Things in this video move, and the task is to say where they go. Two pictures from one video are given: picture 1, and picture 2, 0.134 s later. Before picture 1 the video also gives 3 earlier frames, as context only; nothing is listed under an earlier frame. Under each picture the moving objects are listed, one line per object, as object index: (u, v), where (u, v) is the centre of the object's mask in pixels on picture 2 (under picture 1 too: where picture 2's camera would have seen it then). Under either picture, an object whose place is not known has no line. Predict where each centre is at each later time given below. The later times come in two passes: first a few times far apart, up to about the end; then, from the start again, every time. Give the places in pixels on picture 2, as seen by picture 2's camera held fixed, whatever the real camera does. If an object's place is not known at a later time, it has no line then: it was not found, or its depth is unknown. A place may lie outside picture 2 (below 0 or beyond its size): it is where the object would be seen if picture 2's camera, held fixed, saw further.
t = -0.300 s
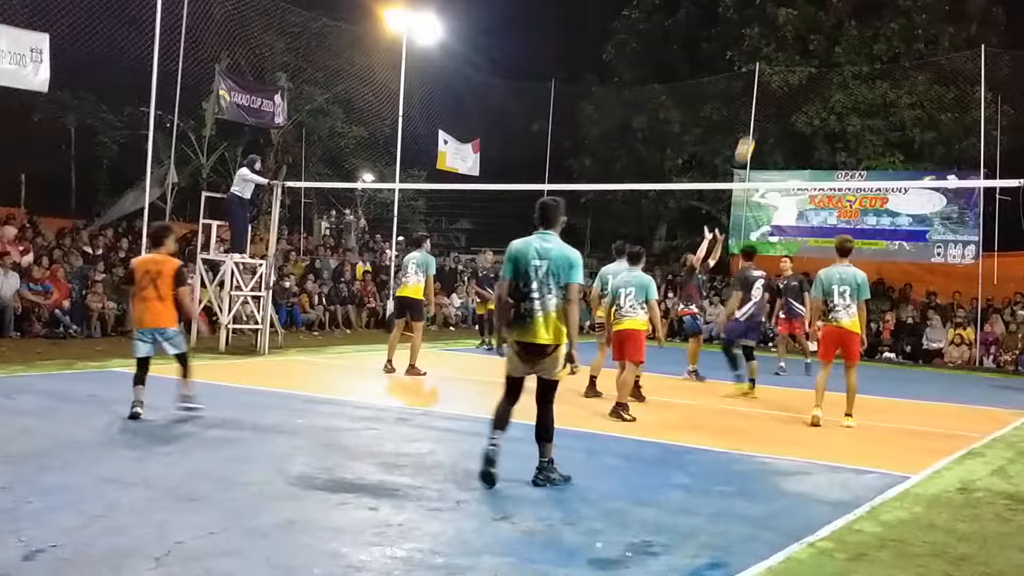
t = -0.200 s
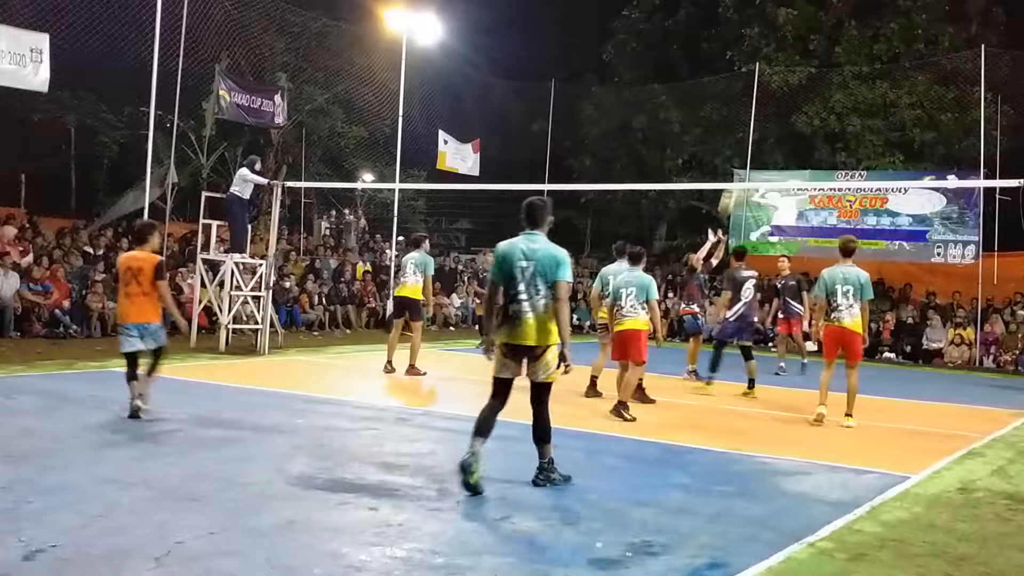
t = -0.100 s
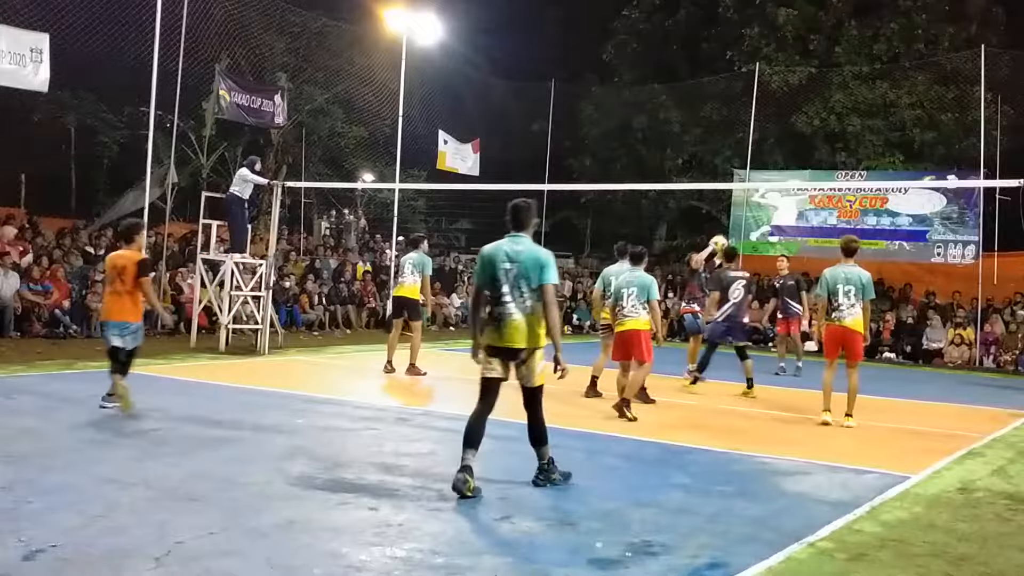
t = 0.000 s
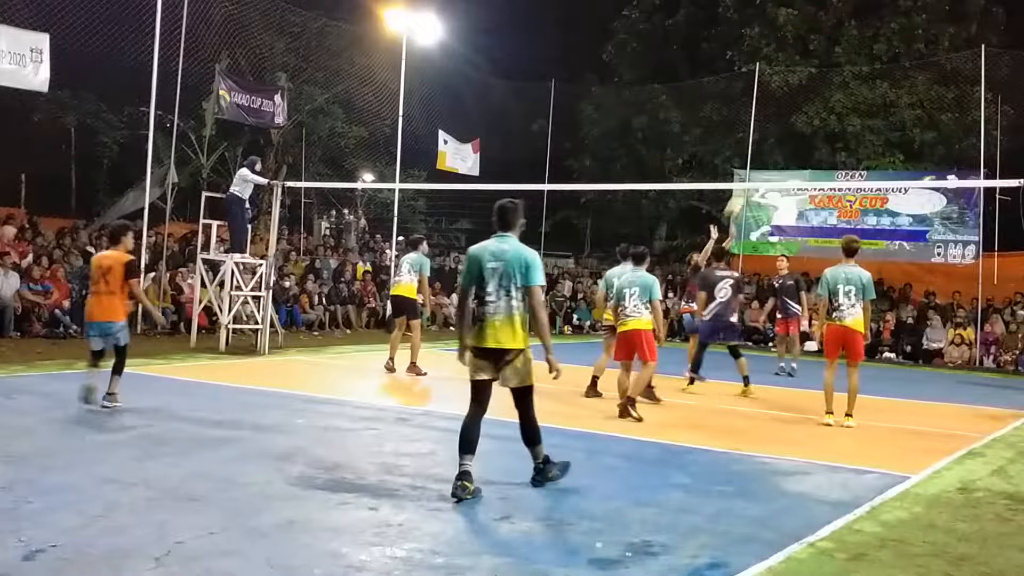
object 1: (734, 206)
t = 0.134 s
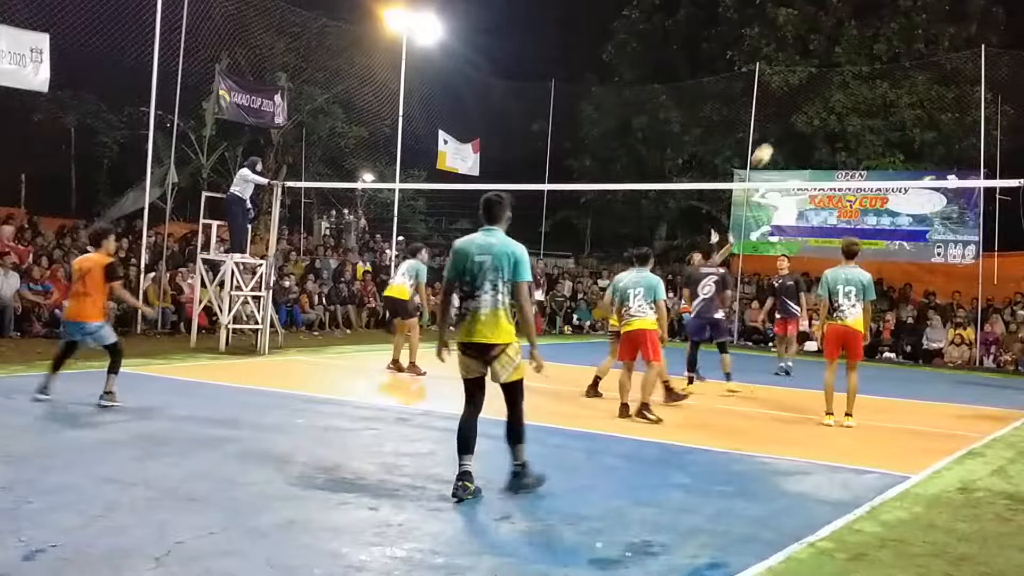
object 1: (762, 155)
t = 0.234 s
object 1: (782, 124)
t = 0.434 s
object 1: (824, 83)
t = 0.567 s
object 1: (852, 71)
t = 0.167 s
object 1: (769, 144)
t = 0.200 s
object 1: (776, 134)
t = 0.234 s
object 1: (782, 124)
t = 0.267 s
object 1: (789, 115)
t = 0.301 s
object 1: (796, 107)
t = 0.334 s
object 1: (803, 100)
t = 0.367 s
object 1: (810, 93)
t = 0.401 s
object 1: (817, 88)
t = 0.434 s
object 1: (824, 83)
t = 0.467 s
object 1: (831, 78)
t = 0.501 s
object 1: (838, 75)
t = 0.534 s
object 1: (844, 73)
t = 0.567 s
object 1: (852, 71)
